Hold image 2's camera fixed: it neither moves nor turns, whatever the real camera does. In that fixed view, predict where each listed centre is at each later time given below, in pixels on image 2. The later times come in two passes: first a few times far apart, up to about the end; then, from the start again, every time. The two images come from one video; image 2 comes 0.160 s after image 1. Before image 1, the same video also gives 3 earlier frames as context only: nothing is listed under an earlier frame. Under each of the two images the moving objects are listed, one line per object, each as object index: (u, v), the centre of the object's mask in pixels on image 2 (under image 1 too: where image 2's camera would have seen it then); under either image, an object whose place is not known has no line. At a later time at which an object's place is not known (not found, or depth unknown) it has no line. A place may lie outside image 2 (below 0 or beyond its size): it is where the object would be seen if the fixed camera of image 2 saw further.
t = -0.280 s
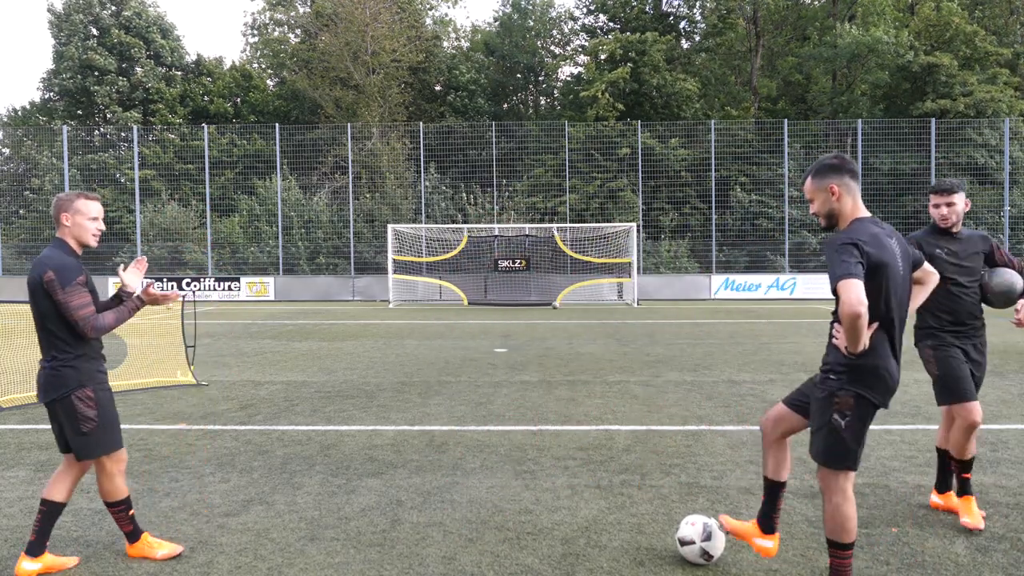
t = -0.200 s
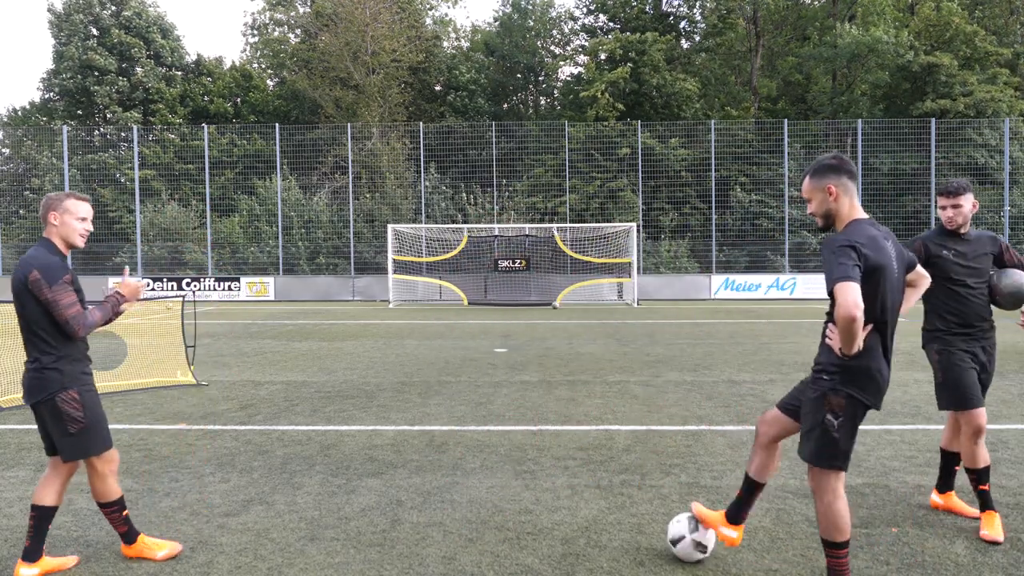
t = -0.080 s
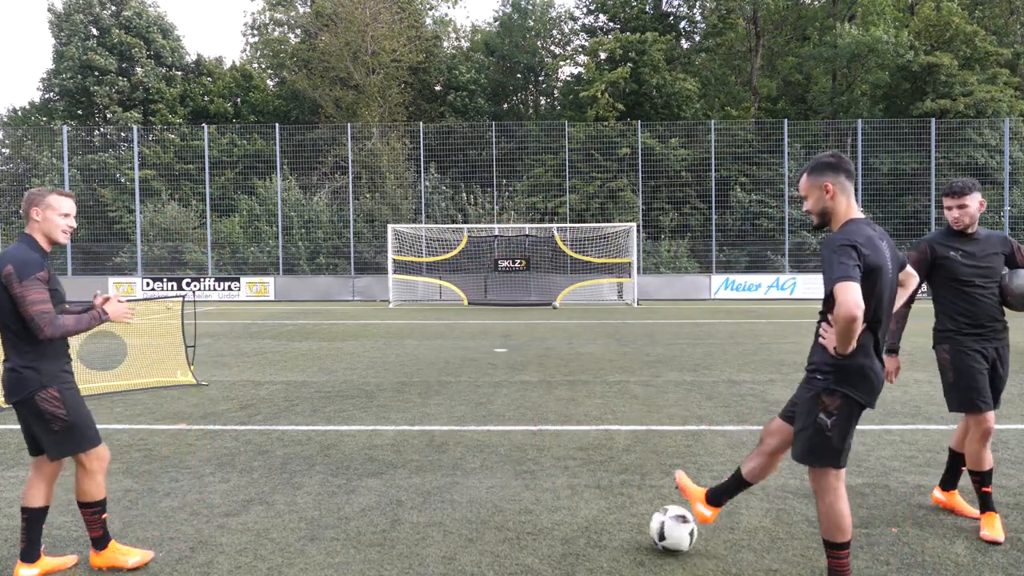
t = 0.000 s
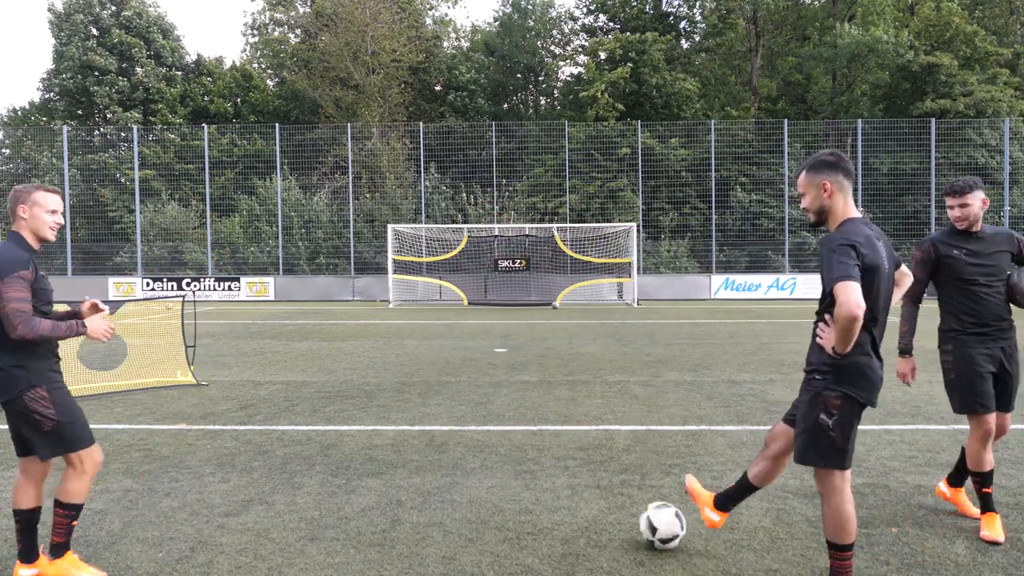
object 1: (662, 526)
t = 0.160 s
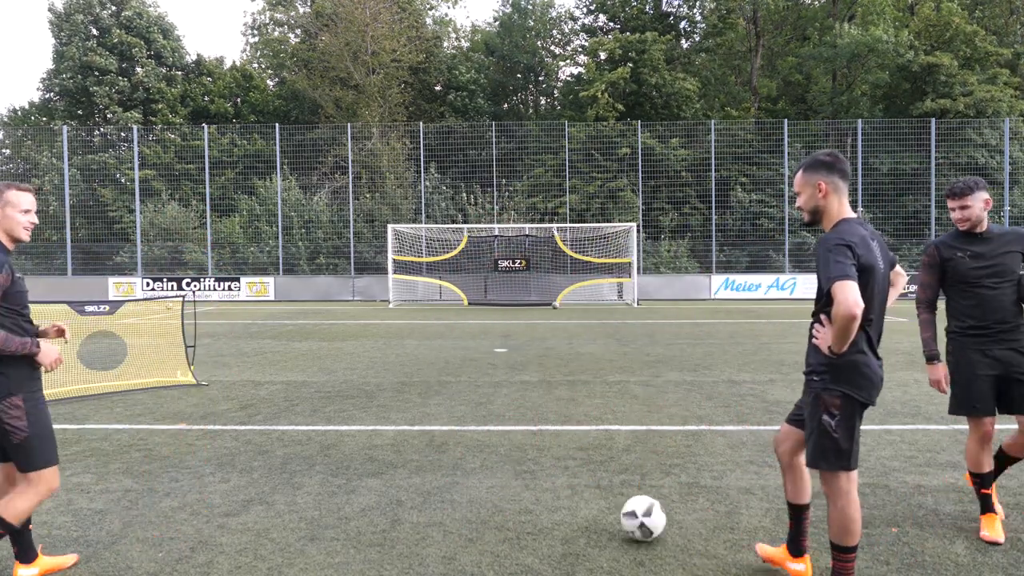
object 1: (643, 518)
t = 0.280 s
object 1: (630, 513)
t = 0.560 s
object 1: (606, 503)
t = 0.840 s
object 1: (586, 496)
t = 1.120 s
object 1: (571, 489)
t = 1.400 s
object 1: (559, 484)
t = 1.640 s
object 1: (552, 480)
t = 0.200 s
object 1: (638, 516)
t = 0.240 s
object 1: (634, 515)
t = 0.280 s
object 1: (630, 513)
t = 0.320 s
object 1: (626, 512)
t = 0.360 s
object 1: (622, 510)
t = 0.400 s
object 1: (618, 509)
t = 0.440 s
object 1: (615, 508)
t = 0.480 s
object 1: (612, 506)
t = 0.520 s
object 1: (609, 505)
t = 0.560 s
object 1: (606, 503)
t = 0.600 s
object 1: (602, 502)
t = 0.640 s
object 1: (599, 502)
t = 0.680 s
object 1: (595, 500)
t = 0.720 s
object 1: (593, 499)
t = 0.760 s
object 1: (590, 498)
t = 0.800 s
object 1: (588, 497)
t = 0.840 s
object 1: (586, 496)
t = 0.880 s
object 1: (583, 494)
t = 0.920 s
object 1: (581, 493)
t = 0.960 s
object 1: (579, 492)
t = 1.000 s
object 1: (577, 492)
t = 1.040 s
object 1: (575, 490)
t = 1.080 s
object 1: (573, 490)
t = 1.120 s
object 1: (571, 489)
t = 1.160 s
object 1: (570, 488)
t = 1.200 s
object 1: (567, 488)
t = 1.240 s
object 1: (565, 487)
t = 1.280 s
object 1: (564, 486)
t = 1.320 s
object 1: (563, 485)
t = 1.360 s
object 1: (561, 484)
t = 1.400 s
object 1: (559, 484)
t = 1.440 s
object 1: (558, 483)
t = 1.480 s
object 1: (557, 482)
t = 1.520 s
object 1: (556, 482)
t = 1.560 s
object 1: (554, 481)
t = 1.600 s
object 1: (553, 481)
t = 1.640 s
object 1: (552, 480)
